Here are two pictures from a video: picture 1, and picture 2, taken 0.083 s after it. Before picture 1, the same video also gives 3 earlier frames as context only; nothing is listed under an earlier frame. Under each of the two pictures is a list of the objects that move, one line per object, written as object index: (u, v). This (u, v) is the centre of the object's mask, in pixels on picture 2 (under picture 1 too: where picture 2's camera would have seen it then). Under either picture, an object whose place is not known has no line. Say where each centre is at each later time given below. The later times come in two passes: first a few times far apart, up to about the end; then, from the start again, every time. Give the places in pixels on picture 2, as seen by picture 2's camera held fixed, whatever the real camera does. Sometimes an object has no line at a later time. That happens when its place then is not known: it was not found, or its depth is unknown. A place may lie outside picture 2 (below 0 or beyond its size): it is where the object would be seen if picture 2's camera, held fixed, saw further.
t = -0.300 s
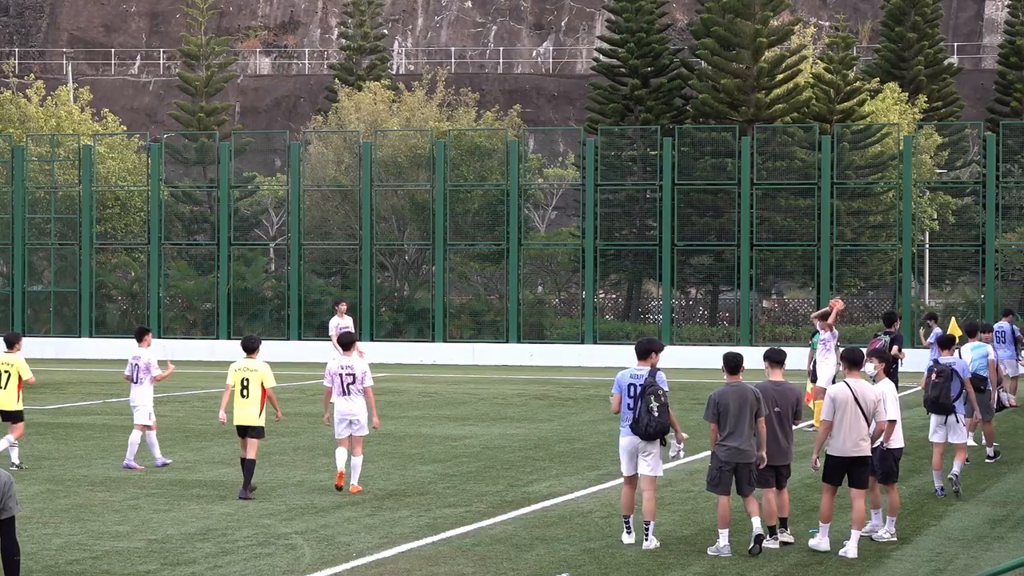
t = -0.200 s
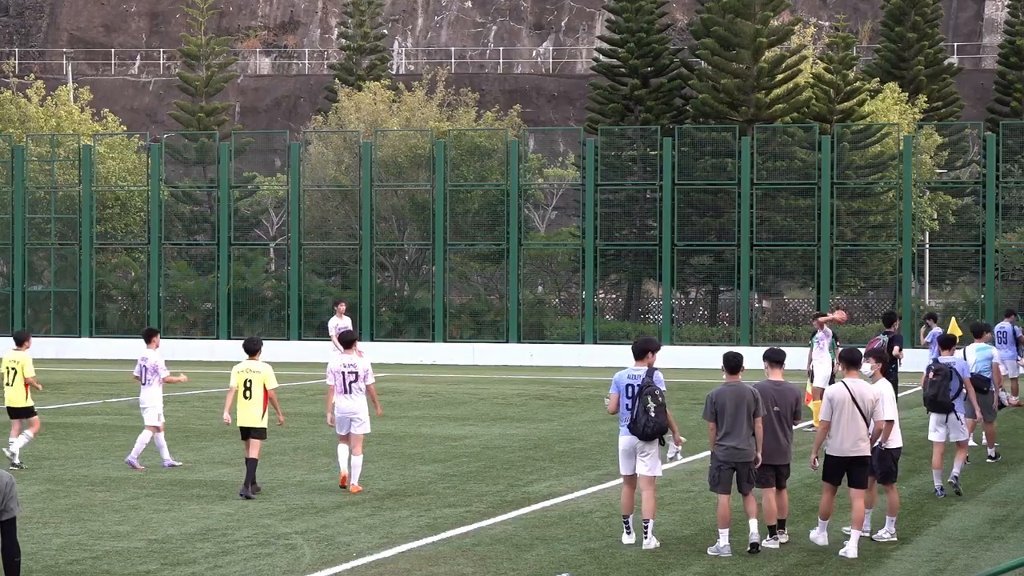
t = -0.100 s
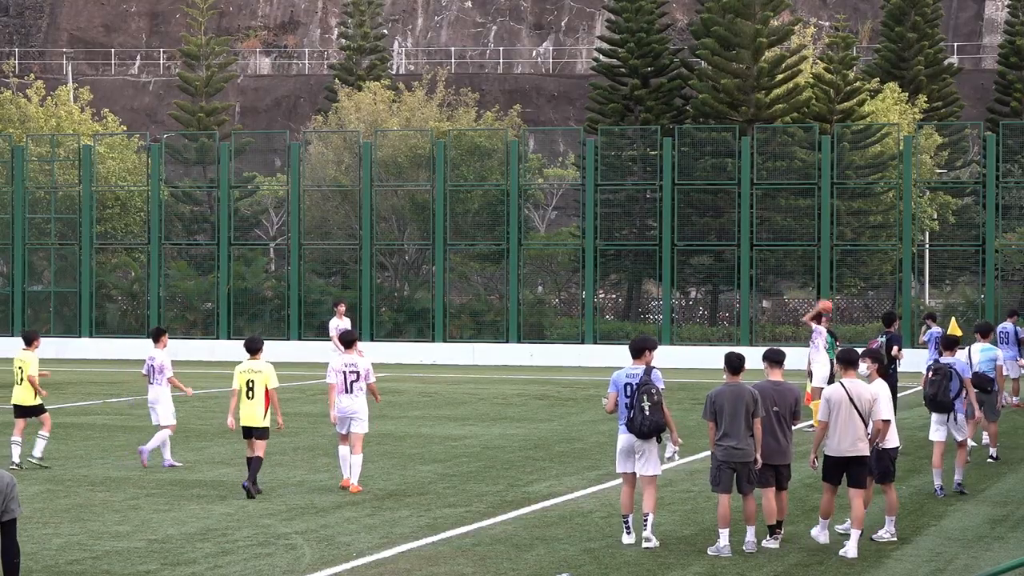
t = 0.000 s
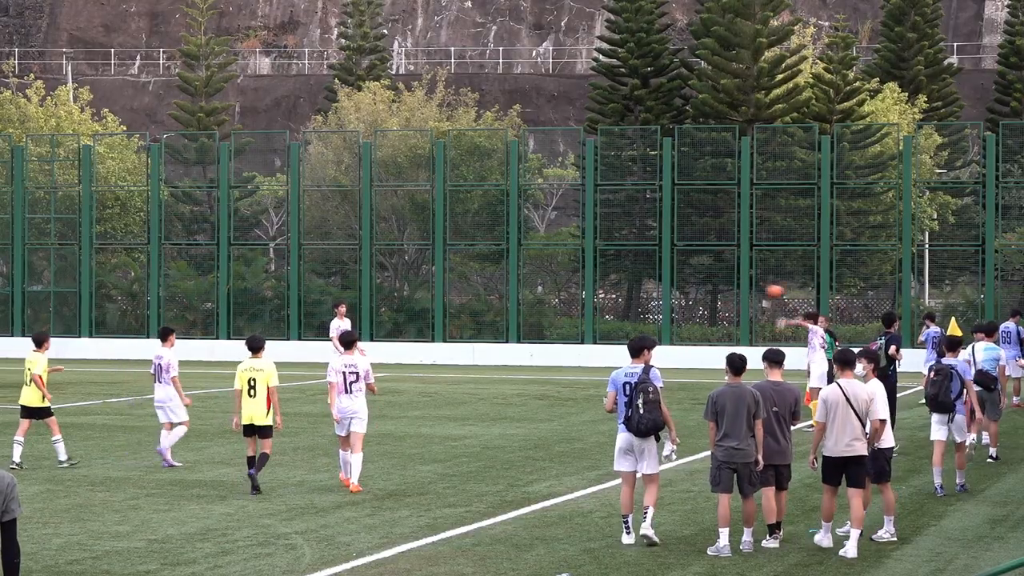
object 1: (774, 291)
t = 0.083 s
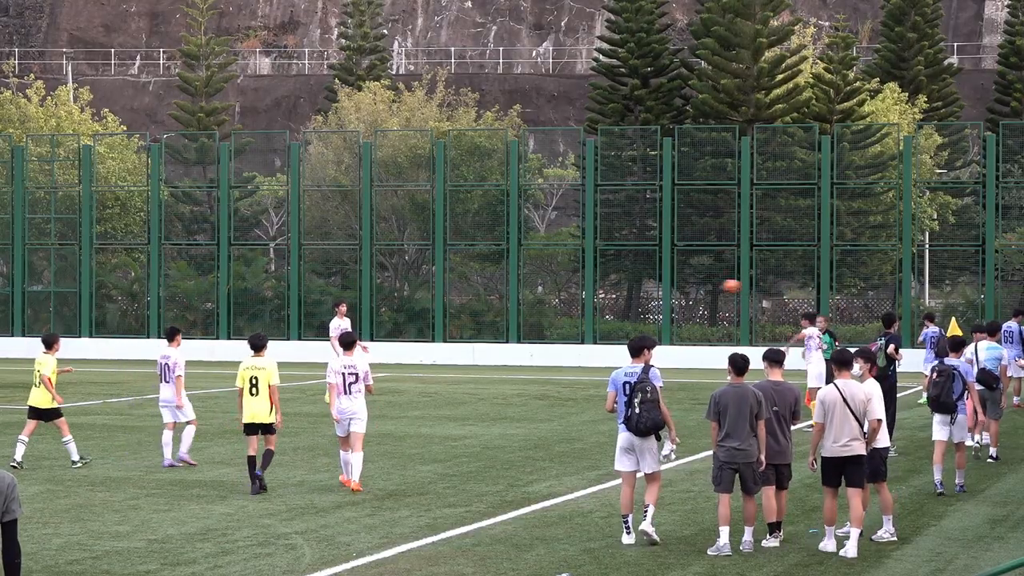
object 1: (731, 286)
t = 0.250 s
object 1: (649, 289)
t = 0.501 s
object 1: (536, 325)
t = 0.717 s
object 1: (446, 384)
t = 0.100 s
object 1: (722, 285)
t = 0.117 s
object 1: (714, 285)
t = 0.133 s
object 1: (706, 285)
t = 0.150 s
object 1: (697, 285)
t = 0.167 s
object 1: (689, 285)
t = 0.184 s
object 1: (681, 286)
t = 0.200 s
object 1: (673, 286)
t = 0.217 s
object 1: (665, 287)
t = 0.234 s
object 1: (657, 288)
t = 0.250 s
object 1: (649, 289)
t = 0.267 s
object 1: (641, 290)
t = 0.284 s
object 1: (633, 292)
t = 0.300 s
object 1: (626, 293)
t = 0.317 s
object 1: (618, 295)
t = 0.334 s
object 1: (610, 297)
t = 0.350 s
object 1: (602, 299)
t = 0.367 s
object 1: (595, 301)
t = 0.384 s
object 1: (589, 304)
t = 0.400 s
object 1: (580, 306)
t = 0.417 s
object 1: (572, 310)
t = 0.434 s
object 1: (566, 312)
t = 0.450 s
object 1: (558, 315)
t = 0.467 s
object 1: (551, 319)
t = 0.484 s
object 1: (544, 322)
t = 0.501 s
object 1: (536, 325)
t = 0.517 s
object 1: (529, 329)
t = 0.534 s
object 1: (522, 332)
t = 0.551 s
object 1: (515, 337)
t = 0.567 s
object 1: (509, 340)
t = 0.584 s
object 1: (502, 345)
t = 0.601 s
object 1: (494, 350)
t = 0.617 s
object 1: (487, 355)
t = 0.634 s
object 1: (480, 359)
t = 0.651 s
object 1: (473, 364)
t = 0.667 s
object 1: (467, 369)
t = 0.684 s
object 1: (460, 374)
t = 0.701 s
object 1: (453, 378)
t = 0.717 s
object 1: (446, 384)
